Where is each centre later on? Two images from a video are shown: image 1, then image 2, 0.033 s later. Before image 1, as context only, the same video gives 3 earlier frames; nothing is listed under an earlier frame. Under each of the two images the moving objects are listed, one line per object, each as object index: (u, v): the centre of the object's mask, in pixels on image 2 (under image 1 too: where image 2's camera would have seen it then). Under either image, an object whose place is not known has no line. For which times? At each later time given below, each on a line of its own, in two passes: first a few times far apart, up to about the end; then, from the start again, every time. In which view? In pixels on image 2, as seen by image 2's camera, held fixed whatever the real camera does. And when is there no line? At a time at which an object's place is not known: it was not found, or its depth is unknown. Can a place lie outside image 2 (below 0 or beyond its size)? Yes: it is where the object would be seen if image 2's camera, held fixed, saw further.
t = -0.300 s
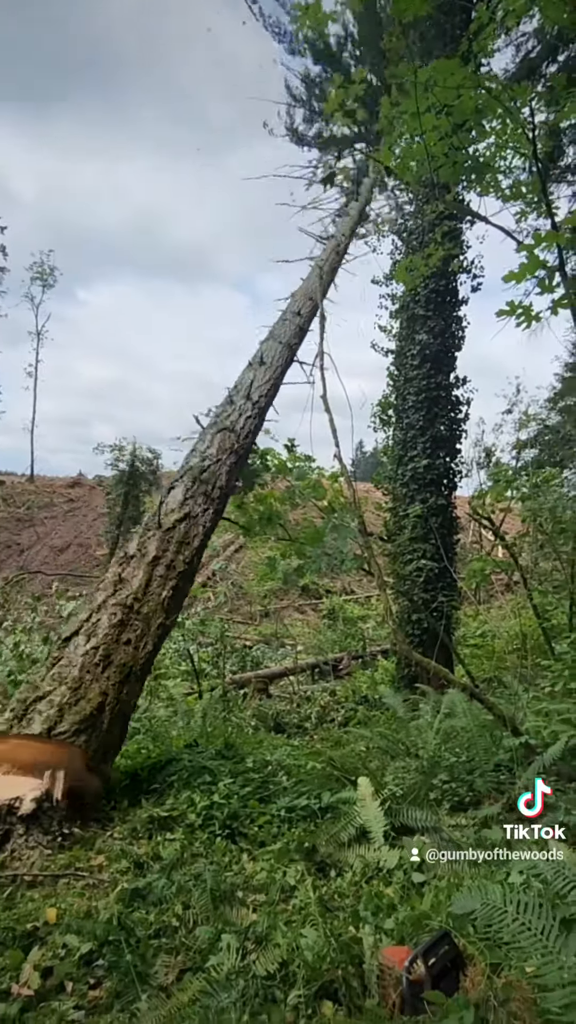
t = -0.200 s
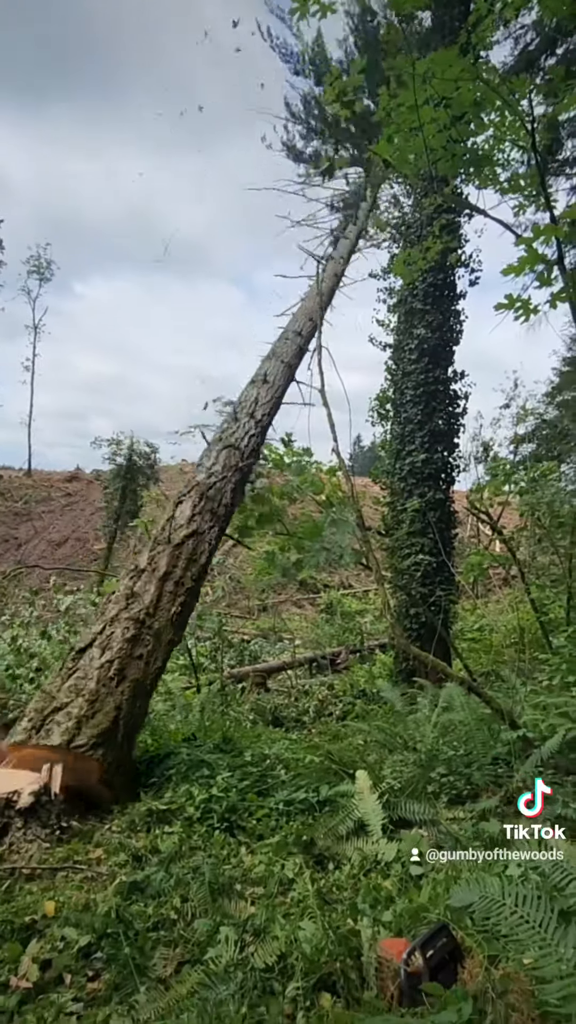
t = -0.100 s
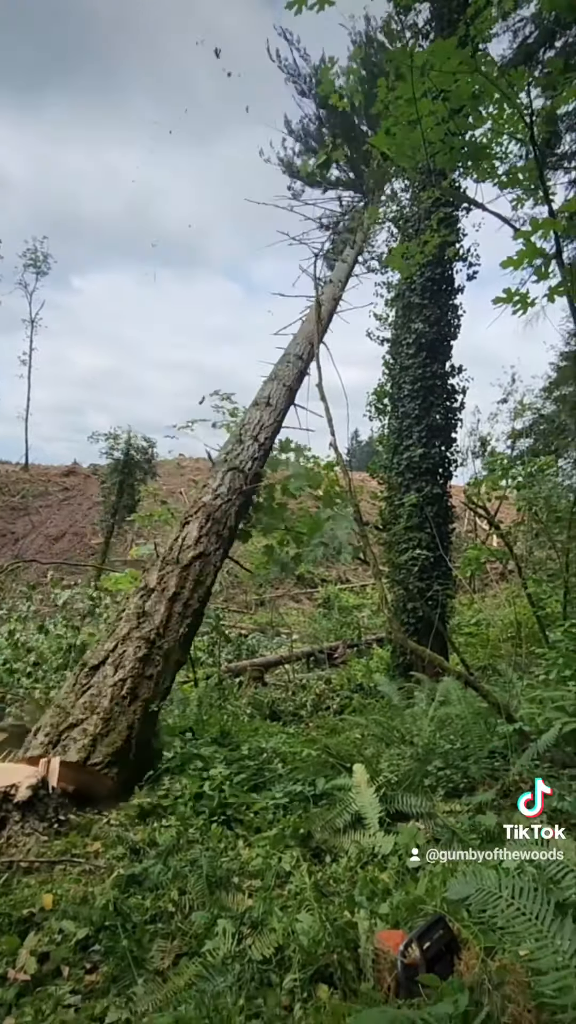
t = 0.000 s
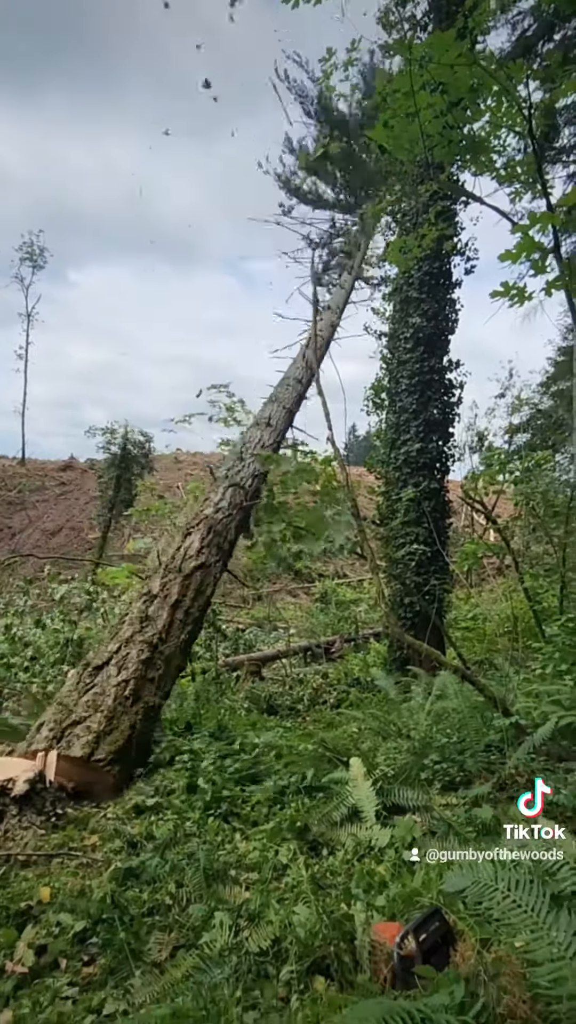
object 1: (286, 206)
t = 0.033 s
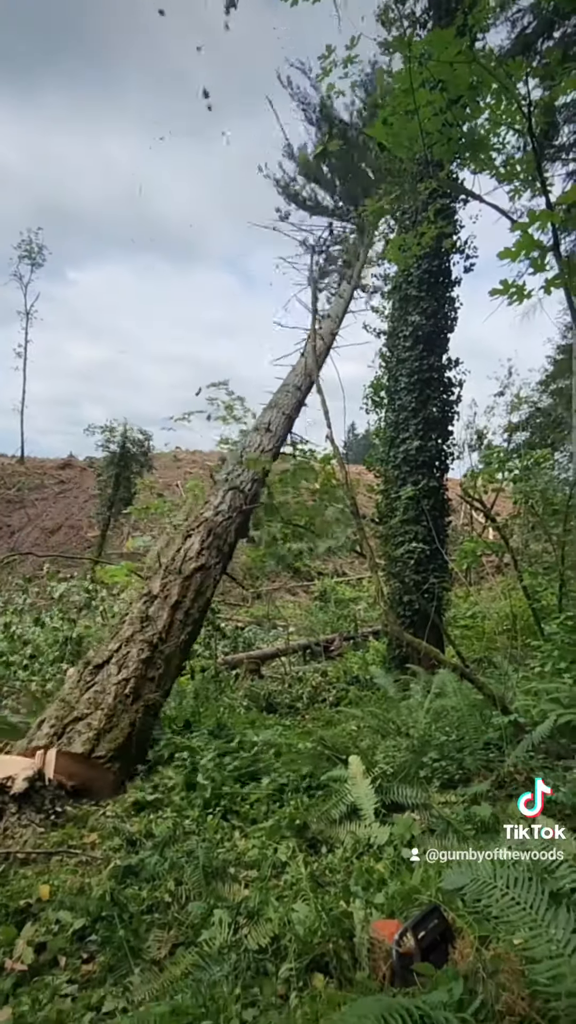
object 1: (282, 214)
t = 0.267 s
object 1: (261, 263)
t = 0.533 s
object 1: (241, 321)
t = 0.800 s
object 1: (223, 373)
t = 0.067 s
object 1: (280, 222)
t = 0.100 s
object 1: (277, 229)
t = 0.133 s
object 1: (275, 236)
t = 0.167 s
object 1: (272, 243)
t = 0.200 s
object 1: (267, 253)
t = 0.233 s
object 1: (264, 259)
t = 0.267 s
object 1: (261, 263)
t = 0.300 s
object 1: (257, 272)
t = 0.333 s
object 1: (255, 281)
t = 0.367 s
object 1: (253, 288)
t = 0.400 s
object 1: (251, 294)
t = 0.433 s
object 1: (248, 300)
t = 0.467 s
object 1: (246, 308)
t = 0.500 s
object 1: (243, 315)
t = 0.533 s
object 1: (241, 321)
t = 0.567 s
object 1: (239, 327)
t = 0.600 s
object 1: (233, 330)
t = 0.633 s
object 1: (233, 341)
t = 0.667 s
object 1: (231, 347)
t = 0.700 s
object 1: (230, 353)
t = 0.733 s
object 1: (228, 359)
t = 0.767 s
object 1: (225, 366)
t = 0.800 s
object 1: (223, 373)
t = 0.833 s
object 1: (222, 378)
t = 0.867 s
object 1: (220, 384)
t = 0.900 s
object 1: (217, 389)
